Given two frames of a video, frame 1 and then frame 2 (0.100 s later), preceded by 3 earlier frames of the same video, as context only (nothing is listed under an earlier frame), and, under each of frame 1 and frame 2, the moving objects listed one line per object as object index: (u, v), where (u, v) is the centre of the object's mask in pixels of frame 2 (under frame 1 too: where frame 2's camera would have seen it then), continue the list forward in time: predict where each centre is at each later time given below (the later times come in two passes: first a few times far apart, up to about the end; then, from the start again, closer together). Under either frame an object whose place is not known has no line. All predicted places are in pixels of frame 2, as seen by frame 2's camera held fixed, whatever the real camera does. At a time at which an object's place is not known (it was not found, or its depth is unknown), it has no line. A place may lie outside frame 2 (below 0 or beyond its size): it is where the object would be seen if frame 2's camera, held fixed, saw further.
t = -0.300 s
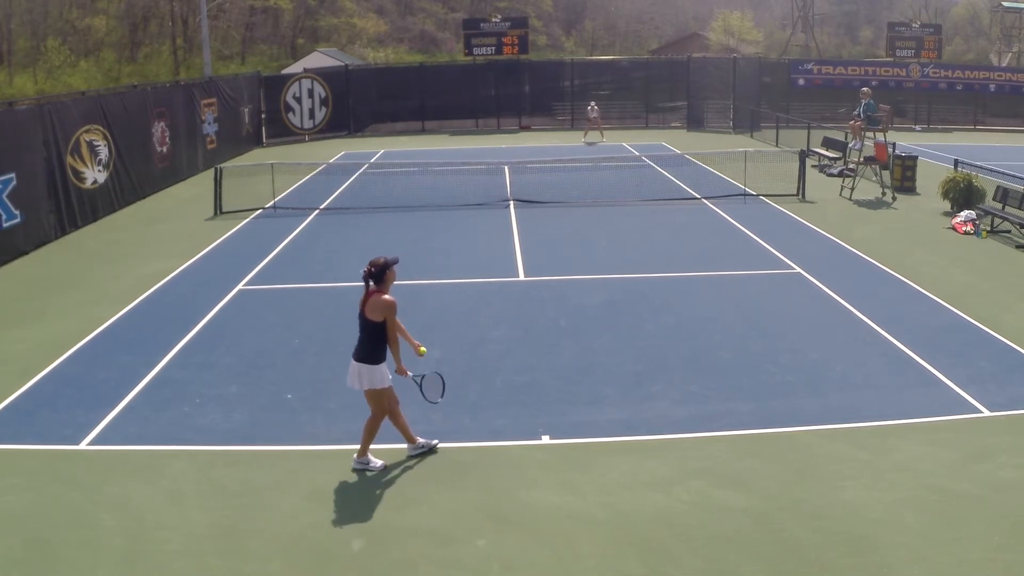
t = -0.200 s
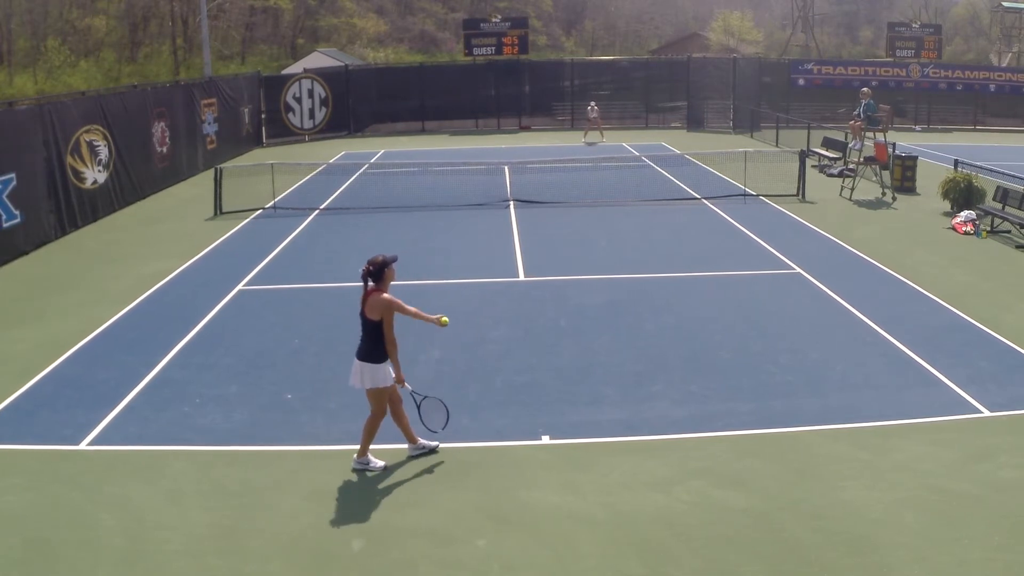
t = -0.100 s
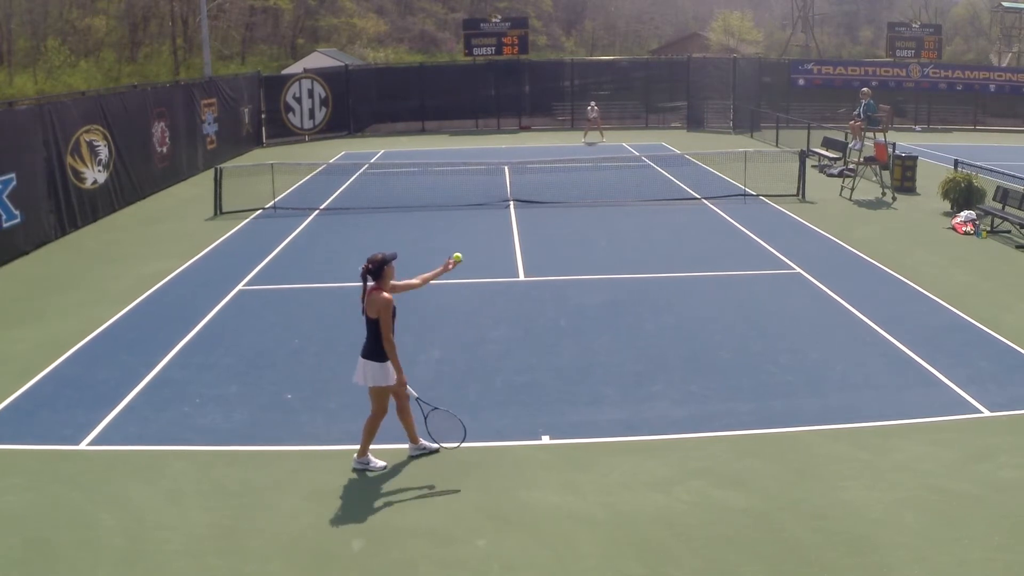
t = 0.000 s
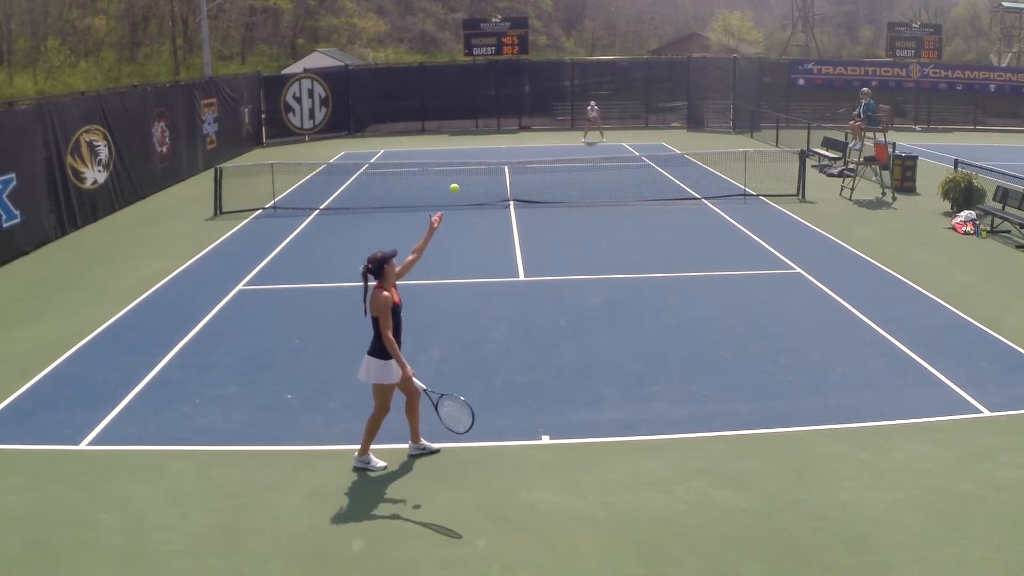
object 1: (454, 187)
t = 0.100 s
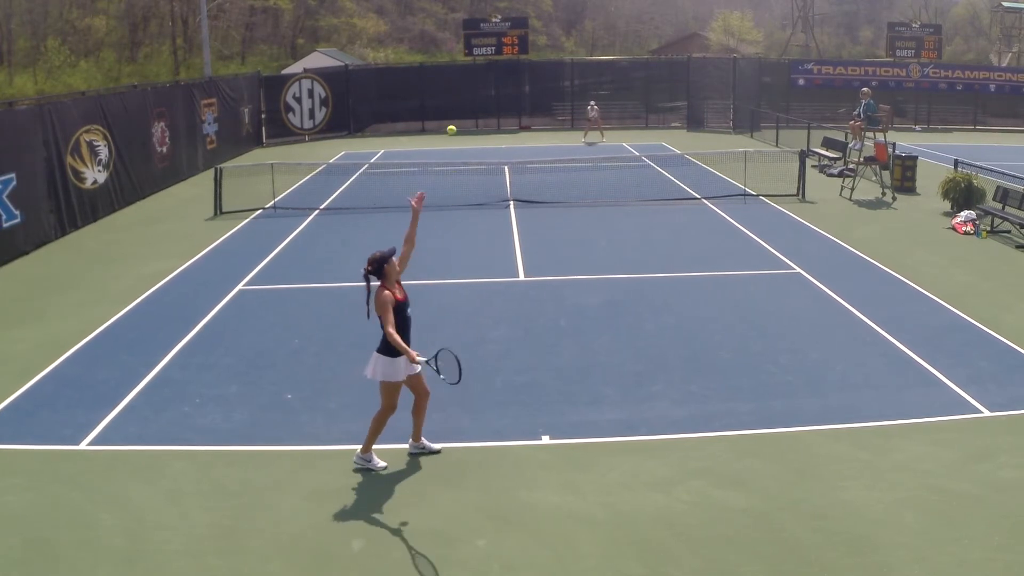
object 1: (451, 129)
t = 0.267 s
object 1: (447, 58)
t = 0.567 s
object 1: (443, 15)
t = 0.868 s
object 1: (441, 84)
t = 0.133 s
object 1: (450, 112)
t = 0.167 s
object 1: (449, 97)
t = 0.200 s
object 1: (448, 82)
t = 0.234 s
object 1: (448, 70)
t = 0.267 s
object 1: (447, 58)
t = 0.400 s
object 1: (444, 25)
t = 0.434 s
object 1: (444, 21)
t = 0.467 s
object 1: (444, 17)
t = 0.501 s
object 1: (443, 15)
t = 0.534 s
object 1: (443, 15)
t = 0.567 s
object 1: (443, 15)
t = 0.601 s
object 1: (442, 18)
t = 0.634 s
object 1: (442, 21)
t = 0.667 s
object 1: (442, 26)
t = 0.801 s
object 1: (441, 59)
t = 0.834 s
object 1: (441, 71)
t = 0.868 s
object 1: (441, 84)
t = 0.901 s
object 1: (441, 98)
